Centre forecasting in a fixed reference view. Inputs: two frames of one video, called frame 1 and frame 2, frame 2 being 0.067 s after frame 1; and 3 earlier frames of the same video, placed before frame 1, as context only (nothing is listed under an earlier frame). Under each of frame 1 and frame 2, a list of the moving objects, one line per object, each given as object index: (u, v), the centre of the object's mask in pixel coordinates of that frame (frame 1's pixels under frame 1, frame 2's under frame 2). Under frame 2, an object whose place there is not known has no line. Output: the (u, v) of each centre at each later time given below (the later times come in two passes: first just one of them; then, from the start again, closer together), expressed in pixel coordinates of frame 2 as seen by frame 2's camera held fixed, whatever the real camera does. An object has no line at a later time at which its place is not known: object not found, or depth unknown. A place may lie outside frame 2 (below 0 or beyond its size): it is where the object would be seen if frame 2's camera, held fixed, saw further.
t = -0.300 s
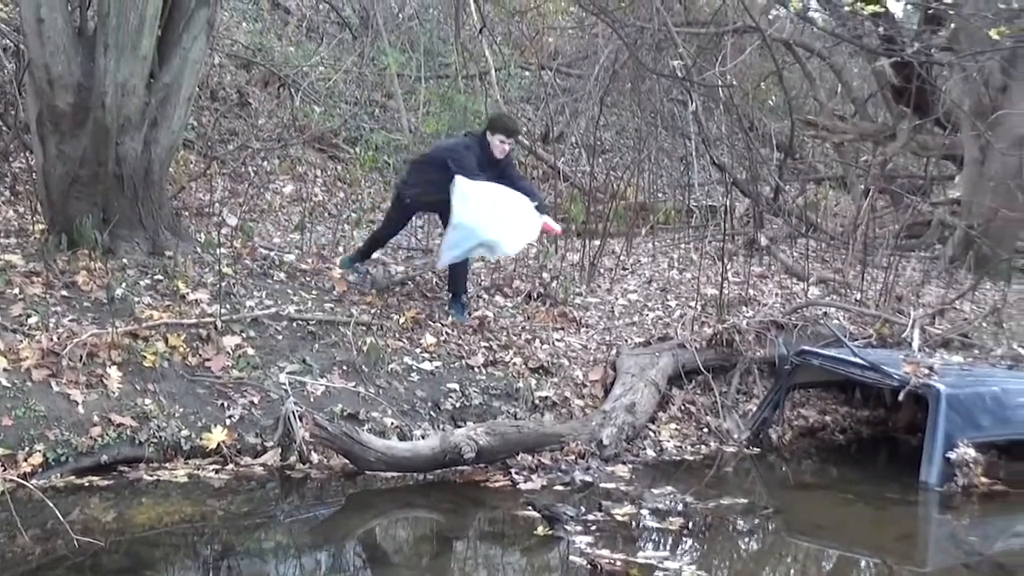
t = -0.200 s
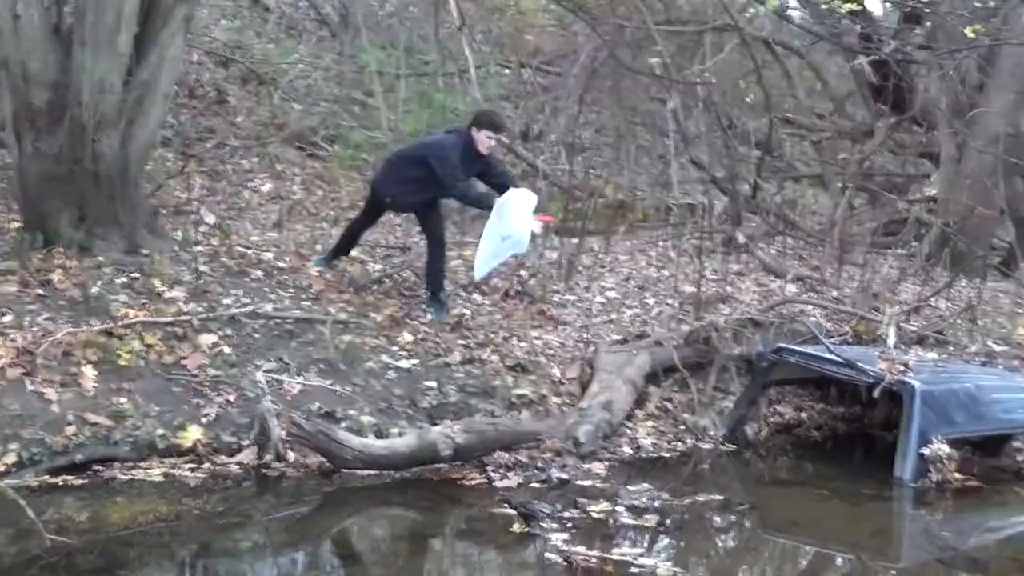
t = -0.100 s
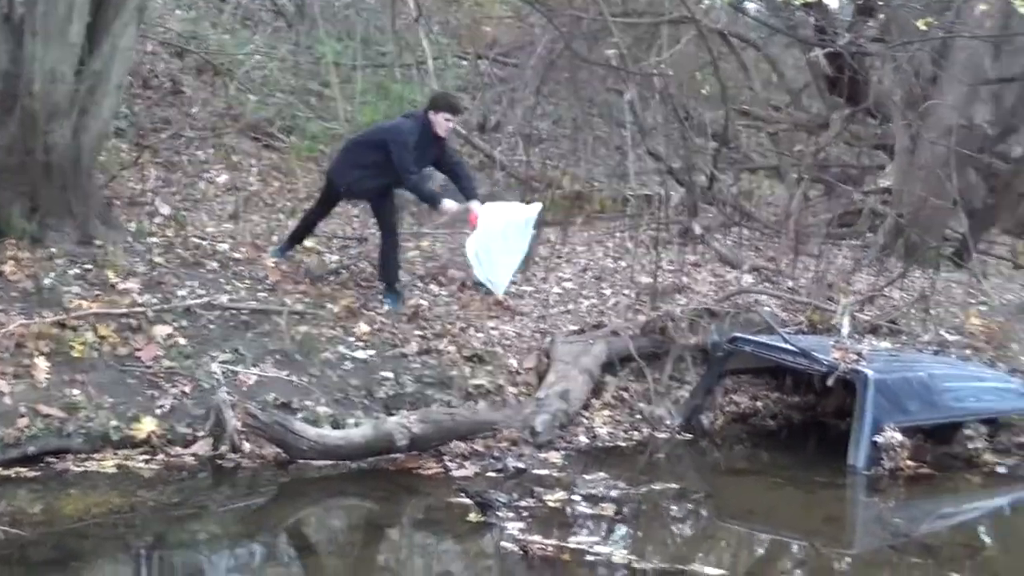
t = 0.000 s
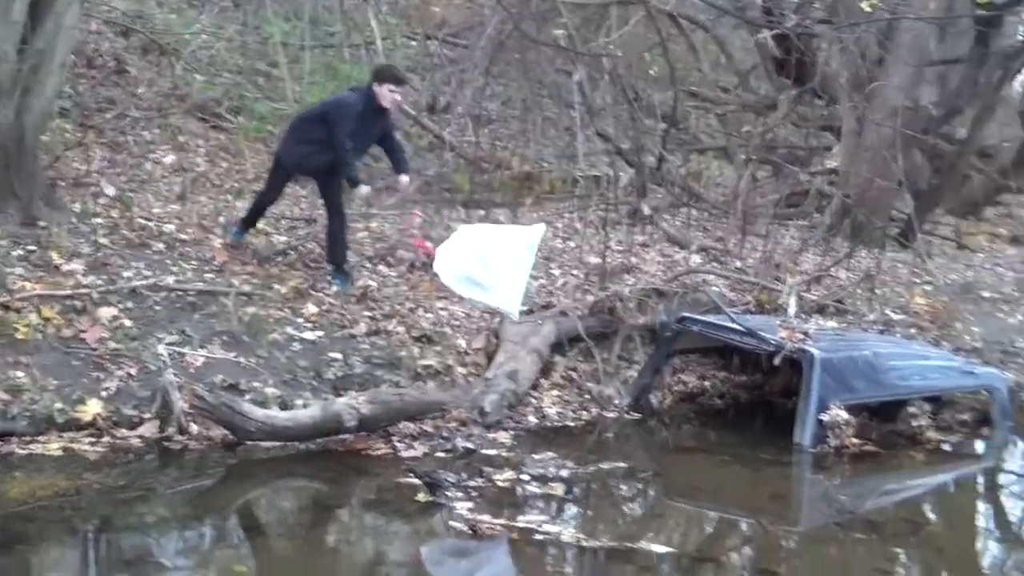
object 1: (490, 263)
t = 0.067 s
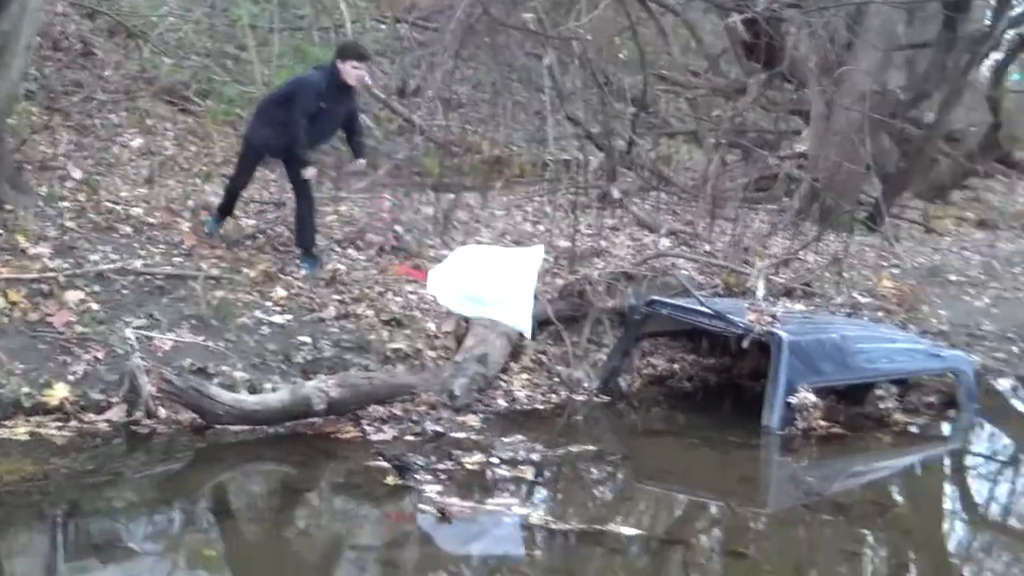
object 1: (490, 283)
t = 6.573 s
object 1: (727, 419)
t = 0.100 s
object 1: (504, 304)
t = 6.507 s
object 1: (727, 419)
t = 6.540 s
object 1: (727, 419)
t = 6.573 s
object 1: (727, 419)
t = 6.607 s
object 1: (728, 419)
